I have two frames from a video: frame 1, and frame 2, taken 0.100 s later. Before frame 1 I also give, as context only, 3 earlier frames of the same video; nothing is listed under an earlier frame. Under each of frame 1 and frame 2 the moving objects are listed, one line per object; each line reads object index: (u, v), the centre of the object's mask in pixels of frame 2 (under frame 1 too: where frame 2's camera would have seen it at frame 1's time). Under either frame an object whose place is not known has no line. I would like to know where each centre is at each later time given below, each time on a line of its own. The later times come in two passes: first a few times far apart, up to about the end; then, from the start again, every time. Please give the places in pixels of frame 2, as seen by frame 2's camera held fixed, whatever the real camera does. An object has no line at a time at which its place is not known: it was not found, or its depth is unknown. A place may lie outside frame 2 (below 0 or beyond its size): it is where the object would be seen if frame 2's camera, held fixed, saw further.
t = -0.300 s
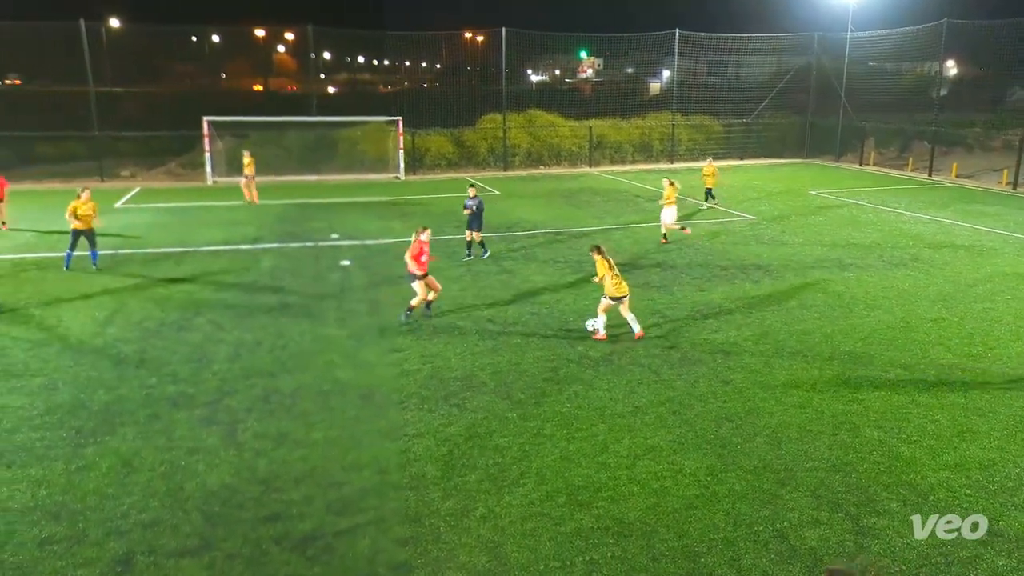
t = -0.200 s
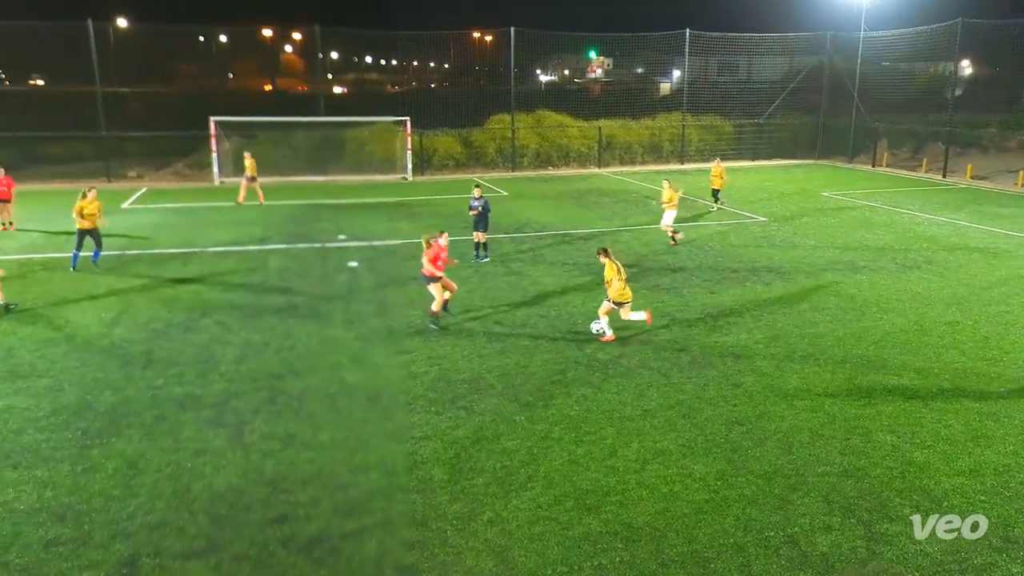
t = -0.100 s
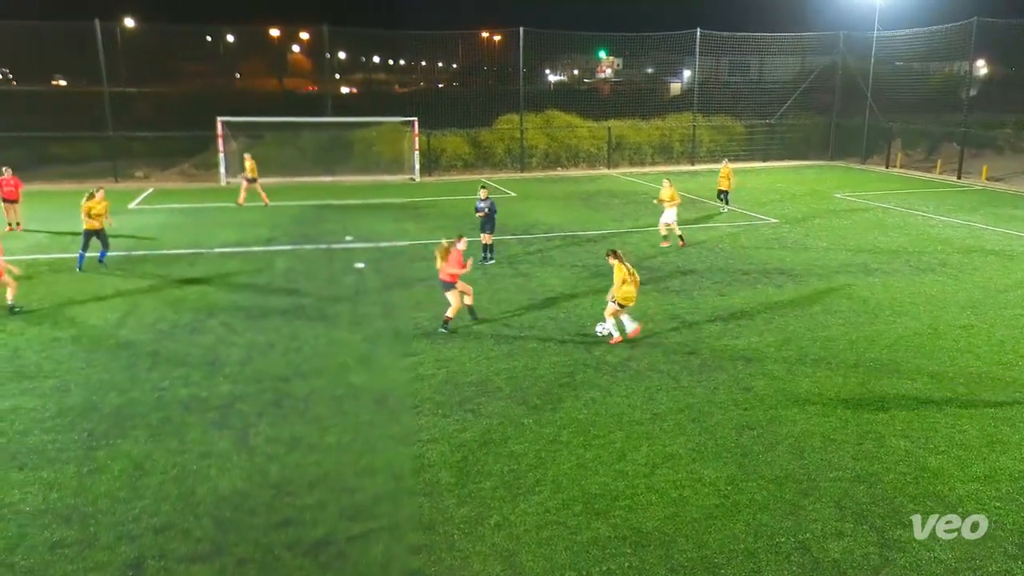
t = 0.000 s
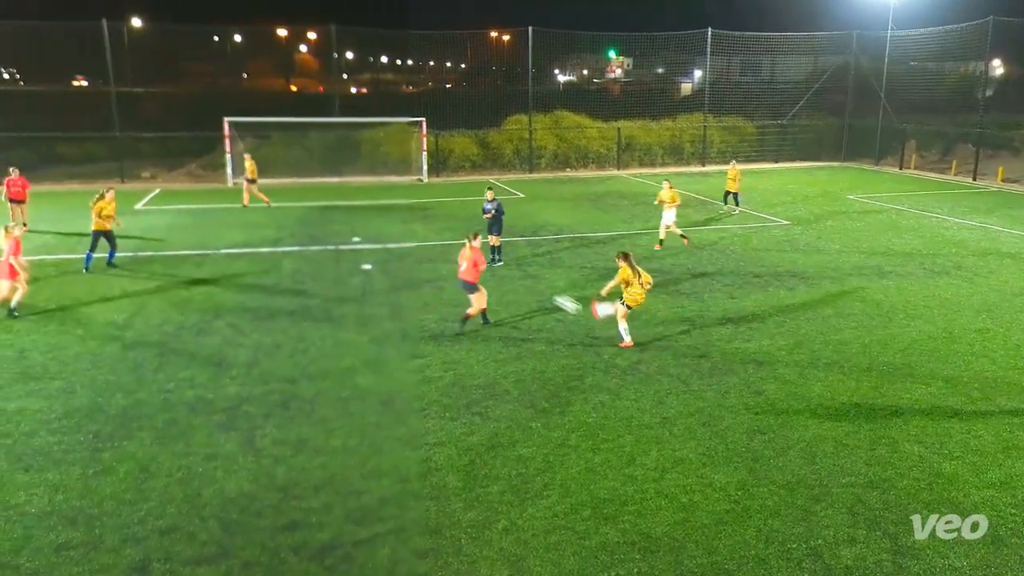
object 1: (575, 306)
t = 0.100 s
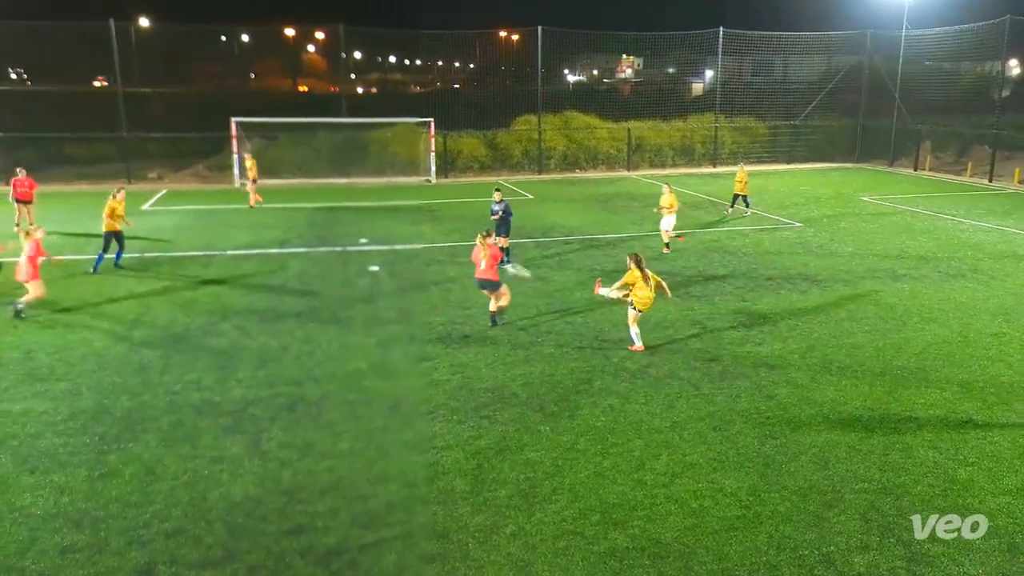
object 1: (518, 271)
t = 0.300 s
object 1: (421, 225)
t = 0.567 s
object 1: (321, 198)
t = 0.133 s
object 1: (505, 264)
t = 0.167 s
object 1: (473, 251)
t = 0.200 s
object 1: (464, 245)
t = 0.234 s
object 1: (449, 237)
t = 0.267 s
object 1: (434, 230)
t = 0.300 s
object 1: (421, 225)
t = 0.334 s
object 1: (408, 220)
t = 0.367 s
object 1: (394, 215)
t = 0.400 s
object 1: (381, 211)
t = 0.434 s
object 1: (368, 207)
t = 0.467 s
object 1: (356, 204)
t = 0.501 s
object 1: (344, 202)
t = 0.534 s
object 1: (332, 199)
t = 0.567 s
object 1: (321, 198)
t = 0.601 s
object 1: (311, 197)
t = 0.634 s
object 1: (300, 196)
